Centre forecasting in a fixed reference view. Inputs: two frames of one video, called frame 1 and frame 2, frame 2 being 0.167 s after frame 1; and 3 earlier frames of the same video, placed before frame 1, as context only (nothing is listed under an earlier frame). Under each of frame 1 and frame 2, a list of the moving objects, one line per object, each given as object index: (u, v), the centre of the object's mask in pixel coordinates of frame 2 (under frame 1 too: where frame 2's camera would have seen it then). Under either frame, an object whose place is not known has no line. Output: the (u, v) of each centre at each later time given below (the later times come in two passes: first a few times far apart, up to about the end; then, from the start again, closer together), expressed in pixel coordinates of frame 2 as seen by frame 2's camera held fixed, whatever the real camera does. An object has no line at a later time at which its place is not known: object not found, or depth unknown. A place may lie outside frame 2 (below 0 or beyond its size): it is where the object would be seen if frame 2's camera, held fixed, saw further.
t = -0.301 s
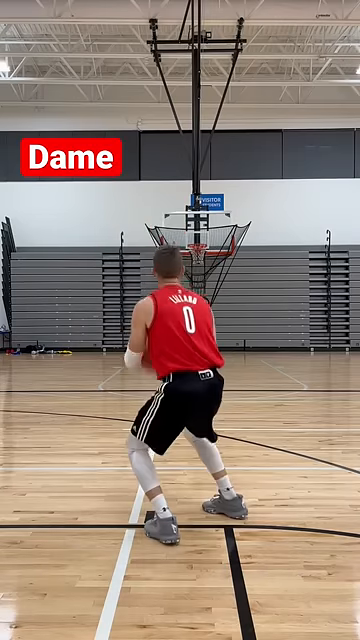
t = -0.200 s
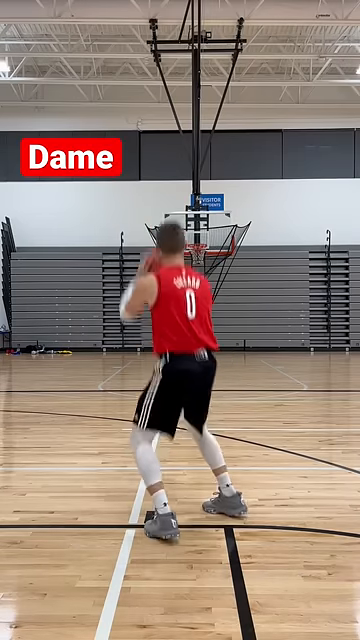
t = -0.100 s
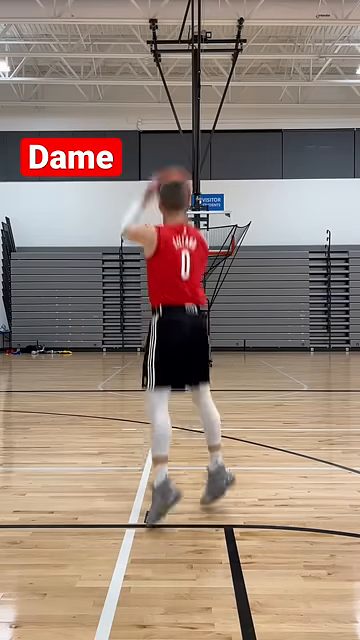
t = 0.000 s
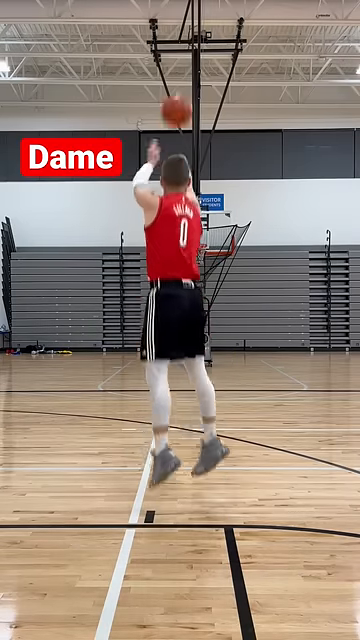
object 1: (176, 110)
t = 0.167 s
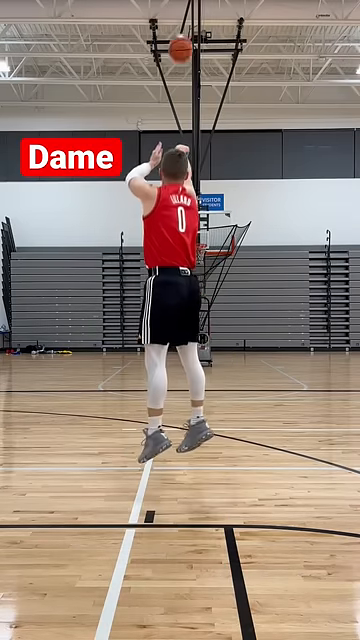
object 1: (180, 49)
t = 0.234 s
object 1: (182, 38)
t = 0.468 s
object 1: (186, 36)
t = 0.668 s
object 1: (190, 60)
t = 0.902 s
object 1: (193, 107)
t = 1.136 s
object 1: (196, 164)
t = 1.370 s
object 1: (198, 238)
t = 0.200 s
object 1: (181, 42)
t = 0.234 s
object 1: (182, 38)
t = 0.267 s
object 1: (182, 35)
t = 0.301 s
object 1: (183, 33)
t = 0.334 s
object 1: (184, 32)
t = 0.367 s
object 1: (184, 32)
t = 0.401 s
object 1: (185, 32)
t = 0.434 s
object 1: (185, 34)
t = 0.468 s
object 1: (186, 36)
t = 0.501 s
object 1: (186, 39)
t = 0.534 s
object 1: (187, 42)
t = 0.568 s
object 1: (188, 46)
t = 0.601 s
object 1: (189, 50)
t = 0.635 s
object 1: (190, 55)
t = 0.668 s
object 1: (190, 60)
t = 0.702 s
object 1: (190, 66)
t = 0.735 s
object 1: (191, 72)
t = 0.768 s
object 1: (191, 79)
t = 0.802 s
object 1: (192, 86)
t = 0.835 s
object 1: (192, 92)
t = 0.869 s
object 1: (192, 100)
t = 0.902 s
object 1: (193, 107)
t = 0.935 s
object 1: (193, 114)
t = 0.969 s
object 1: (194, 121)
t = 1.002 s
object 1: (194, 130)
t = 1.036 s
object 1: (195, 137)
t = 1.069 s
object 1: (195, 146)
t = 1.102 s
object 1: (195, 155)
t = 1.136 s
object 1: (196, 164)
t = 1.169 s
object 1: (196, 173)
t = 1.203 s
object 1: (196, 182)
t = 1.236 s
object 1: (197, 191)
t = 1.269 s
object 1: (197, 200)
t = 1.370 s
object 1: (198, 238)
